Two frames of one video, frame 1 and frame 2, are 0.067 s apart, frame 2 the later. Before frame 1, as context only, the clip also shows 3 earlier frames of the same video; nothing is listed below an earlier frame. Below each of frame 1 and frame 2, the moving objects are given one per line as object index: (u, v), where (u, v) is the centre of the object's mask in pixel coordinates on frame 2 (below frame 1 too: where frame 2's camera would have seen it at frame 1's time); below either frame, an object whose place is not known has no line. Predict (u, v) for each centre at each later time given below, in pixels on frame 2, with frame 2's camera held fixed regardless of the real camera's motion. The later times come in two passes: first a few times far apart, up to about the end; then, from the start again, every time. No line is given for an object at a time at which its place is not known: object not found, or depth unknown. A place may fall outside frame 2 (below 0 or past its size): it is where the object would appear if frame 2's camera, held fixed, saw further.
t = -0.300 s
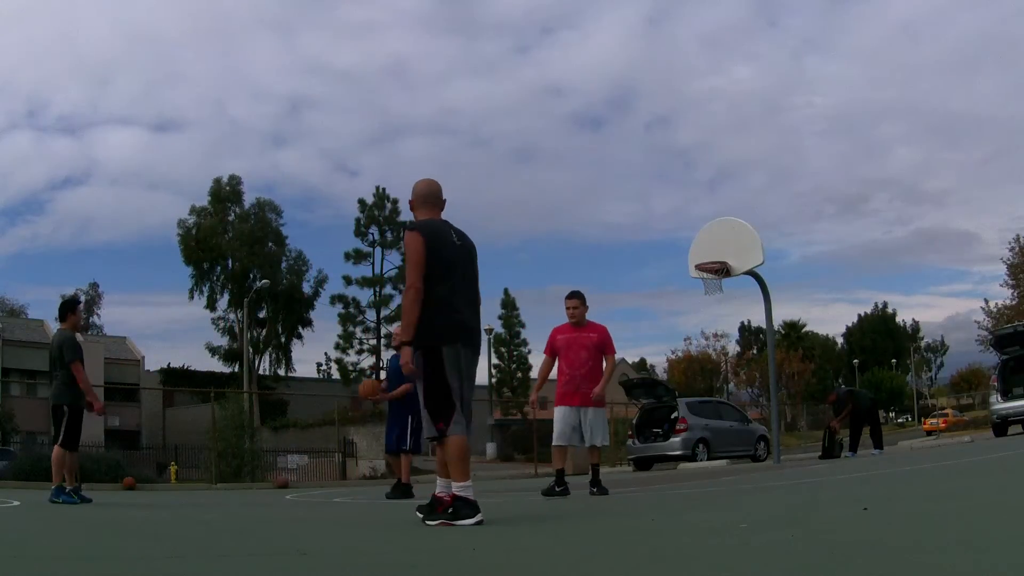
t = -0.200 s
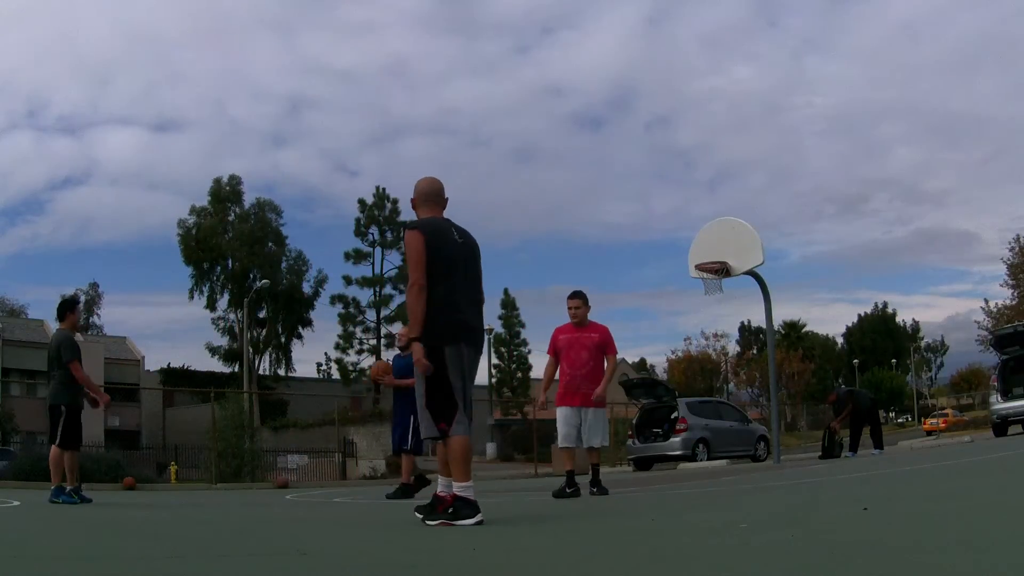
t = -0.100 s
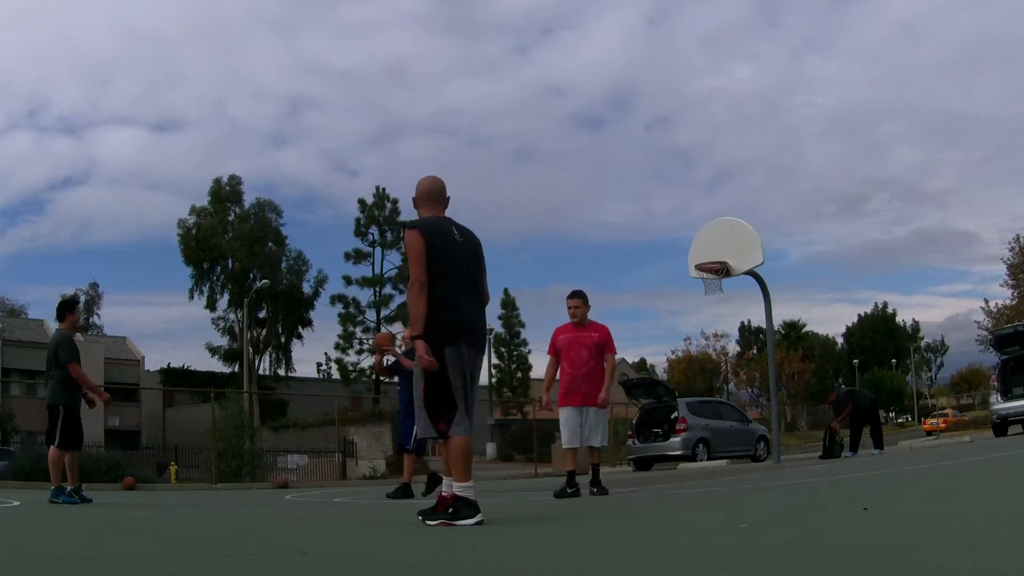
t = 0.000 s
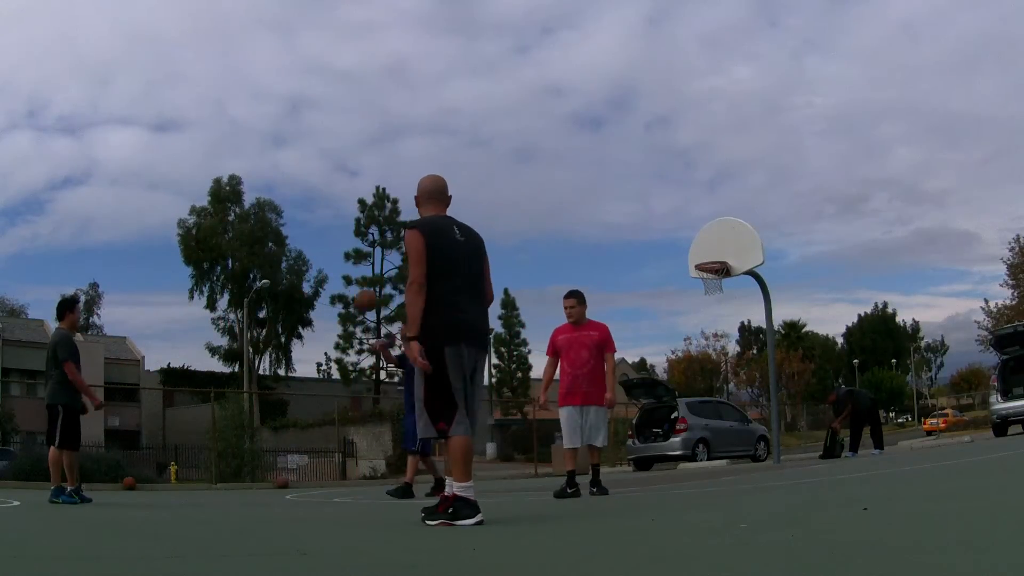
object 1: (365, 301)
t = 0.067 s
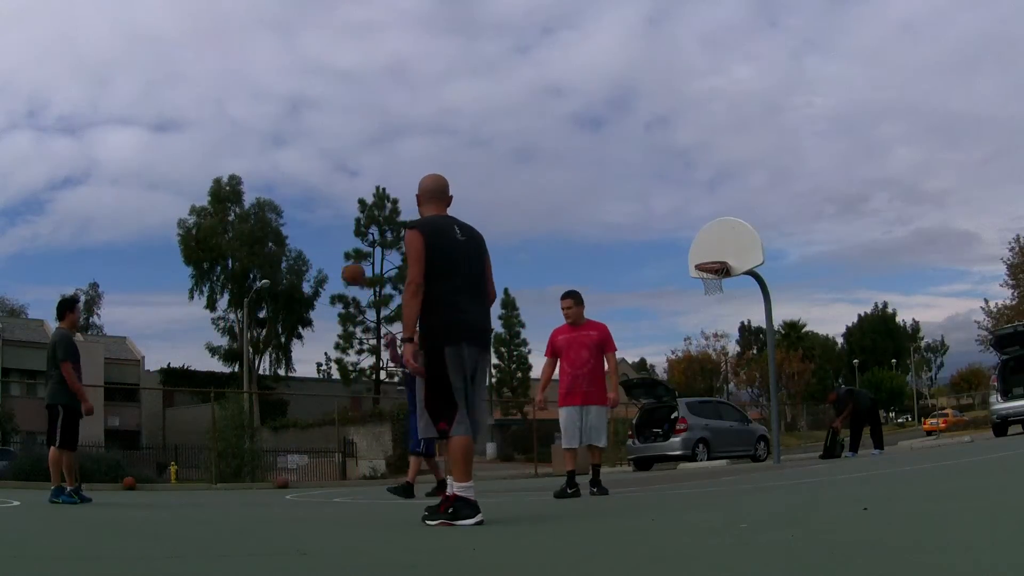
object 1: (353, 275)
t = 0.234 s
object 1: (320, 225)
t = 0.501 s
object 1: (263, 198)
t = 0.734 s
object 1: (206, 230)
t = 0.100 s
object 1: (347, 263)
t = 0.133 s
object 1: (340, 252)
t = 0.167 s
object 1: (334, 242)
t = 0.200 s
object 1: (327, 233)
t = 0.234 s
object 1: (320, 225)
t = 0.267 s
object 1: (313, 218)
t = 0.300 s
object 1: (306, 212)
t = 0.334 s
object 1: (299, 207)
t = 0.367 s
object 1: (292, 203)
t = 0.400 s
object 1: (285, 200)
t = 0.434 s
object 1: (278, 198)
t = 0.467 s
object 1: (270, 197)
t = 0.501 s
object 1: (263, 198)
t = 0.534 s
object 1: (255, 199)
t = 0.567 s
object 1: (247, 201)
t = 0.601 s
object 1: (239, 205)
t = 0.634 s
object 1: (231, 210)
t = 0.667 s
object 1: (222, 216)
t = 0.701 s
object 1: (214, 223)
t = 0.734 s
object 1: (206, 230)
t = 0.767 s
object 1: (195, 242)
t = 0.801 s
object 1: (187, 255)
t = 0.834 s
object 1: (178, 268)
